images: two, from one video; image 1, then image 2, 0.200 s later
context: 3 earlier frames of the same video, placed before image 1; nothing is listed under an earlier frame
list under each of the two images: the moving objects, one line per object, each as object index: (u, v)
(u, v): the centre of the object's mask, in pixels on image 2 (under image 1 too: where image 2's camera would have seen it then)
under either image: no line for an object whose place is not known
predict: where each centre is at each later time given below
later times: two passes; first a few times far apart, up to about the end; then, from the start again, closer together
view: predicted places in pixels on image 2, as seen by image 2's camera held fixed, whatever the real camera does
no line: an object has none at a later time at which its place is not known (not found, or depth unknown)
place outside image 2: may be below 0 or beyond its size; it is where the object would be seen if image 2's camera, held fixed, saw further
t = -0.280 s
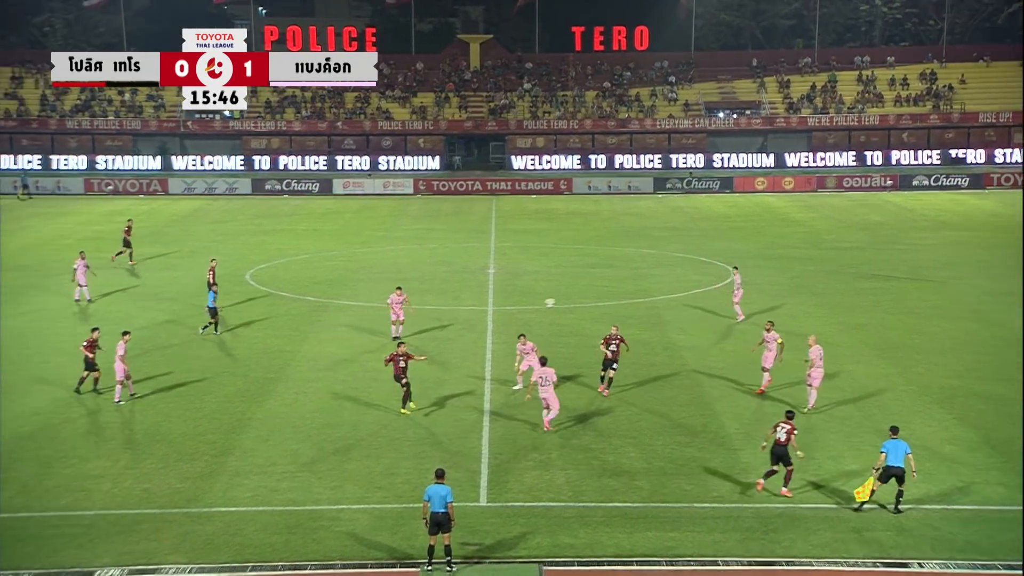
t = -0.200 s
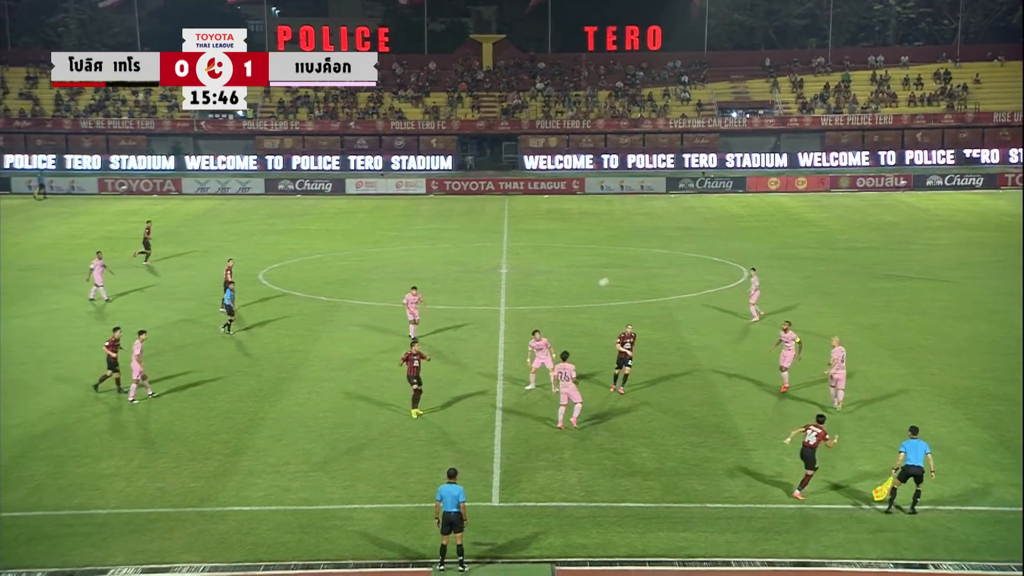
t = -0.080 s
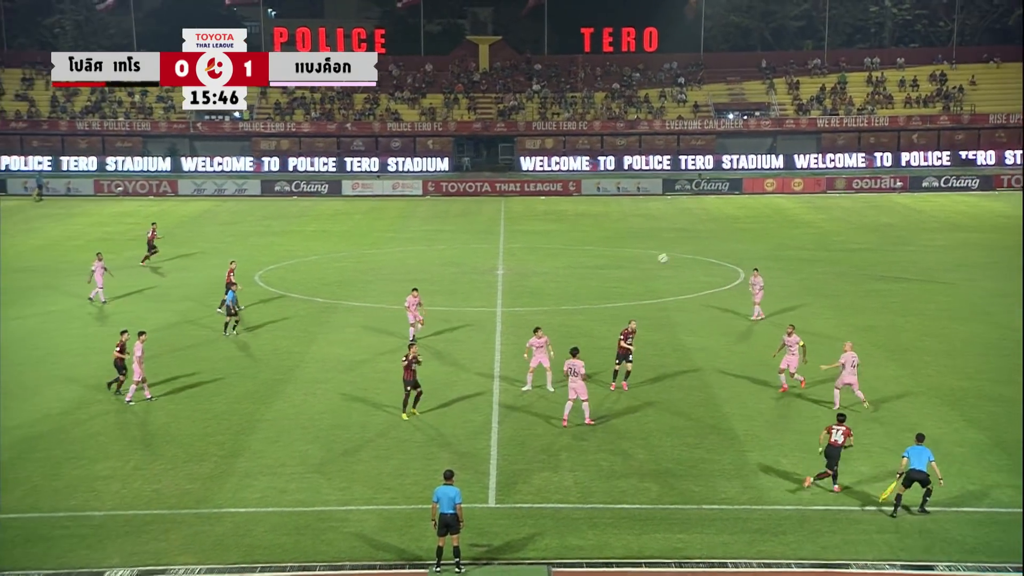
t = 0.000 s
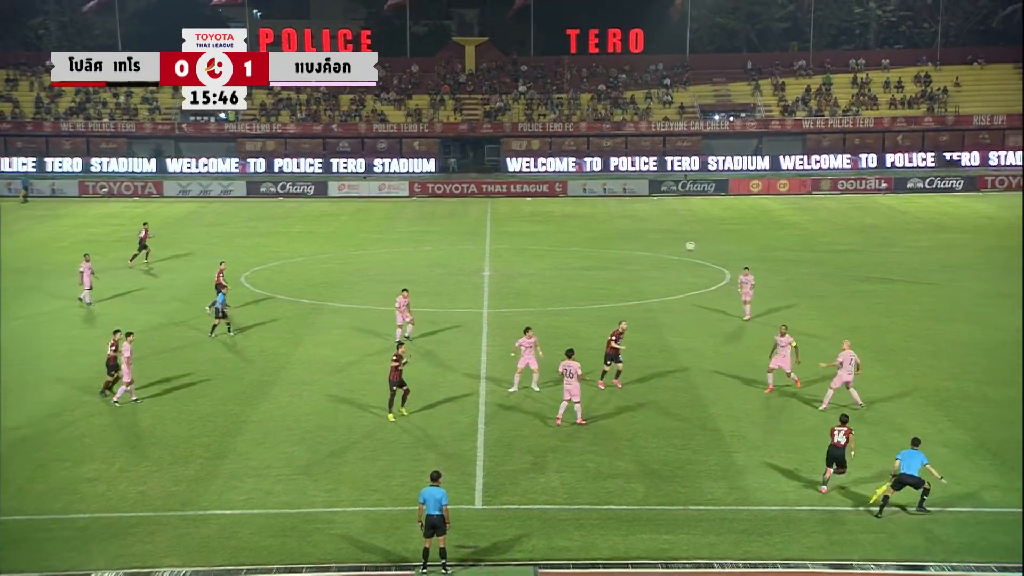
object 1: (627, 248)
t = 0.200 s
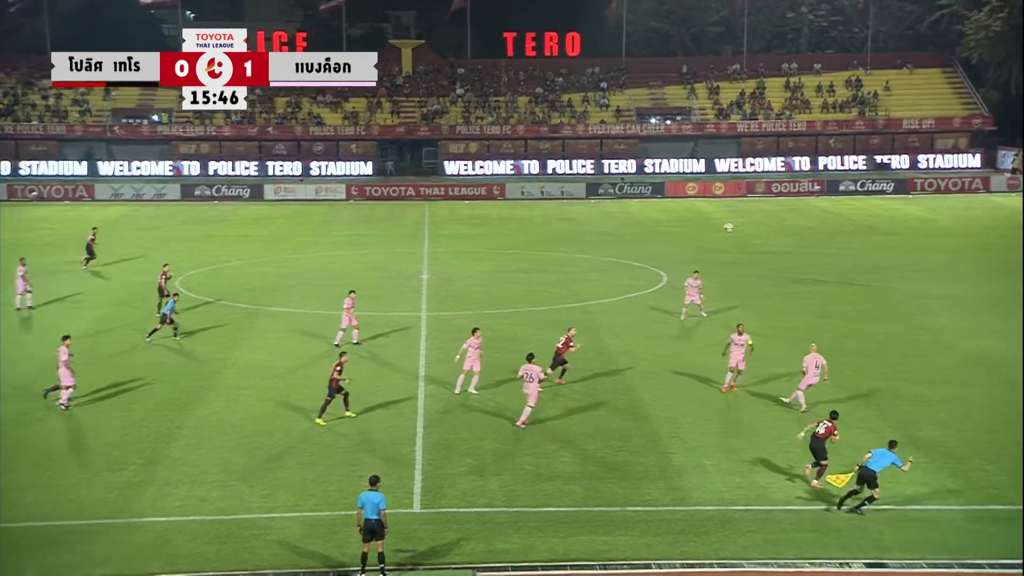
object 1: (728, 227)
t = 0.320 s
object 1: (789, 224)
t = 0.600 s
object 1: (929, 237)
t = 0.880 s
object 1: (1070, 282)
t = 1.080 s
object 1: (1170, 336)
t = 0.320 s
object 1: (789, 224)
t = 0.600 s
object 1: (929, 237)
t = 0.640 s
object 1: (949, 241)
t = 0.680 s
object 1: (969, 246)
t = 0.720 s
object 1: (989, 252)
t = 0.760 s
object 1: (1009, 259)
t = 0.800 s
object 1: (1030, 266)
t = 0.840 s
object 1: (1050, 274)
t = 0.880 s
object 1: (1070, 282)
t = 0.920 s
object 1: (1090, 292)
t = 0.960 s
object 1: (1110, 301)
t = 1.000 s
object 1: (1131, 312)
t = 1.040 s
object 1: (1150, 324)
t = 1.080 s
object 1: (1170, 336)
